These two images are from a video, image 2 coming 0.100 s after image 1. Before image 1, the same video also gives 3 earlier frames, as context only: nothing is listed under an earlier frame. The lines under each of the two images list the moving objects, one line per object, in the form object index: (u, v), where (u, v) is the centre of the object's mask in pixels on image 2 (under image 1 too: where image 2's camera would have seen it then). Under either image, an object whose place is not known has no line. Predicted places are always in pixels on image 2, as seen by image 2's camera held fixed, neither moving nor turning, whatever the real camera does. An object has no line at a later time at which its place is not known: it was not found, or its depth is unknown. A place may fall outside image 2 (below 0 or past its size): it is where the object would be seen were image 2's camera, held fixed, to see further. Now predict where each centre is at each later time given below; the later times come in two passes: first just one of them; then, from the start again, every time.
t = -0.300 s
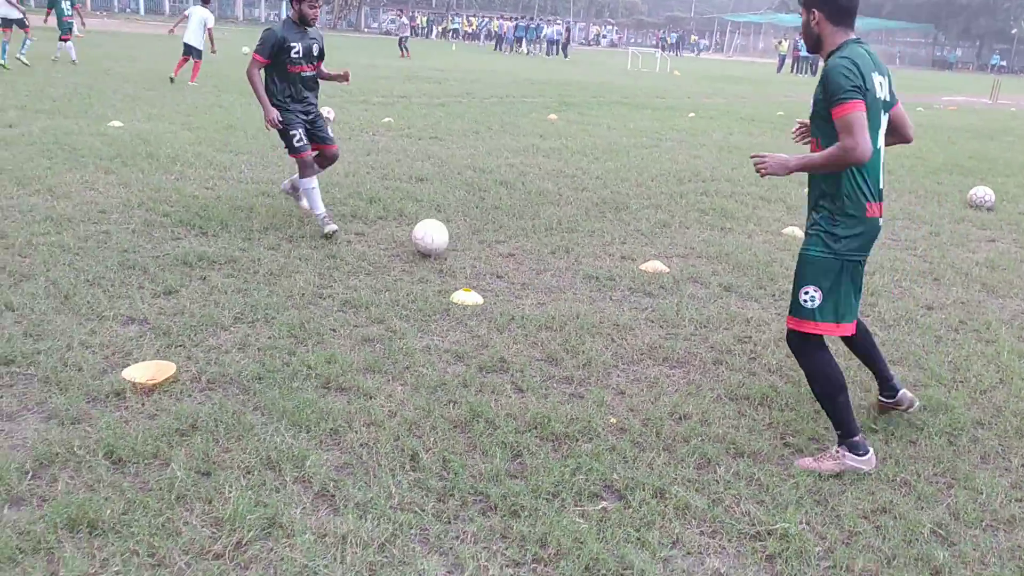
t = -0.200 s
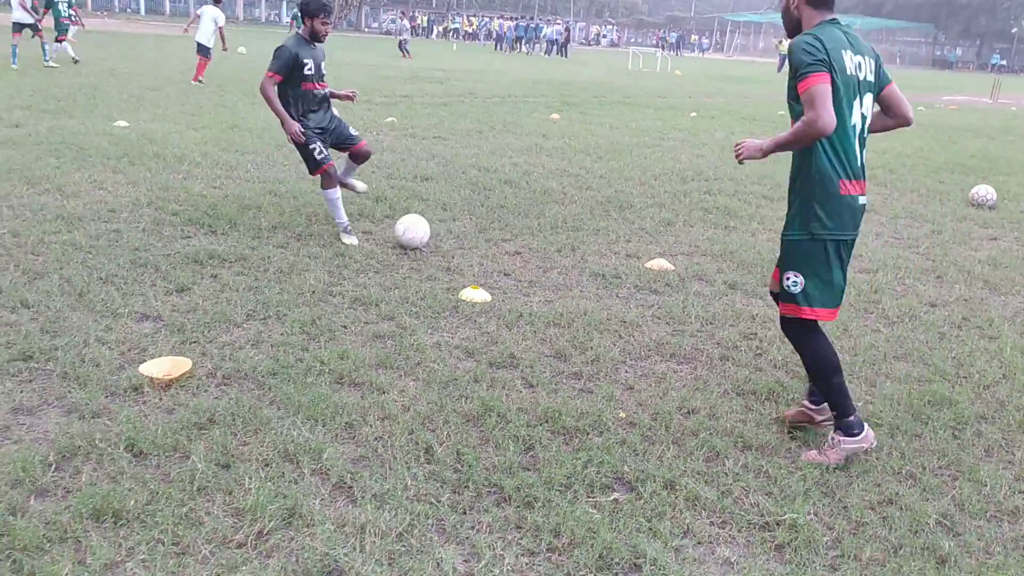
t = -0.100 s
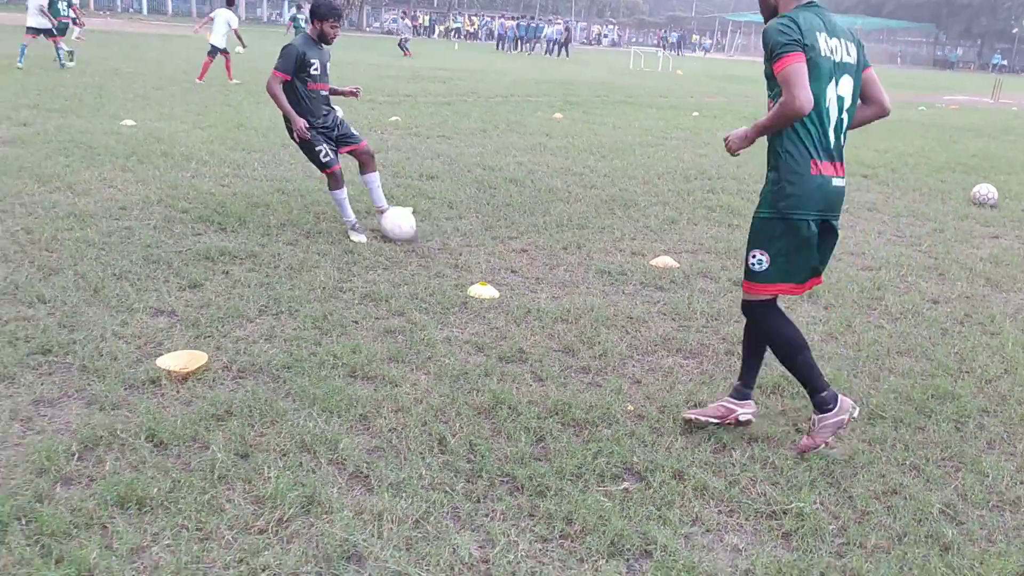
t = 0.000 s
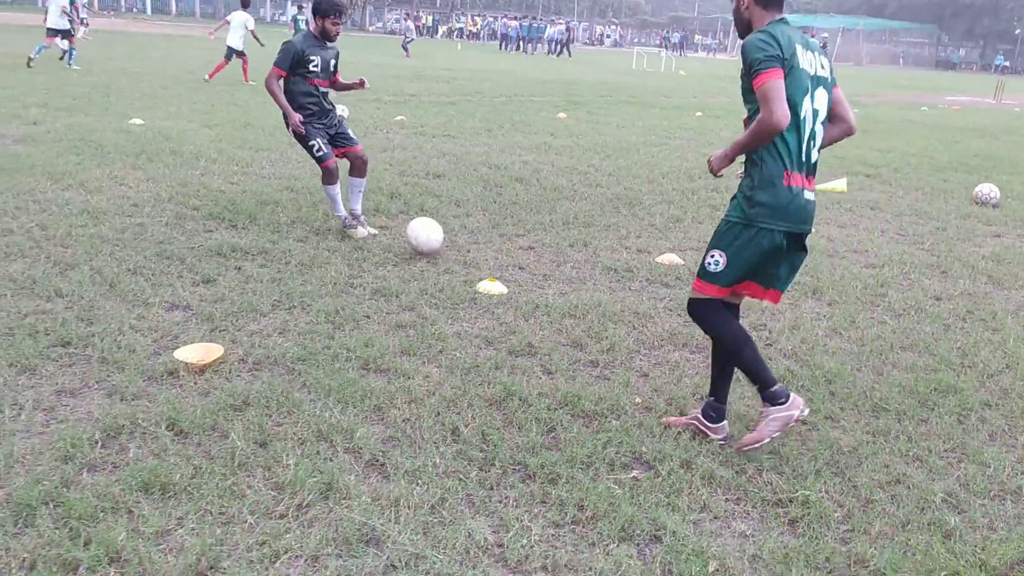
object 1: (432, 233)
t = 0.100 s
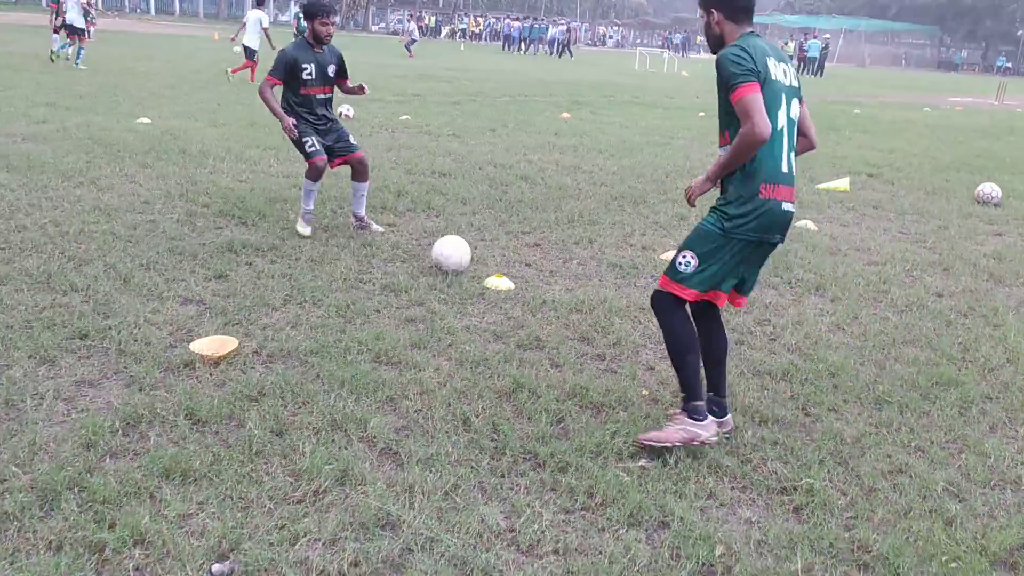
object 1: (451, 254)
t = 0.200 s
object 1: (468, 272)
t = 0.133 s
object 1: (457, 259)
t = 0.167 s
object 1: (462, 264)
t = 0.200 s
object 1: (468, 272)
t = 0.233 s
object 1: (474, 281)
